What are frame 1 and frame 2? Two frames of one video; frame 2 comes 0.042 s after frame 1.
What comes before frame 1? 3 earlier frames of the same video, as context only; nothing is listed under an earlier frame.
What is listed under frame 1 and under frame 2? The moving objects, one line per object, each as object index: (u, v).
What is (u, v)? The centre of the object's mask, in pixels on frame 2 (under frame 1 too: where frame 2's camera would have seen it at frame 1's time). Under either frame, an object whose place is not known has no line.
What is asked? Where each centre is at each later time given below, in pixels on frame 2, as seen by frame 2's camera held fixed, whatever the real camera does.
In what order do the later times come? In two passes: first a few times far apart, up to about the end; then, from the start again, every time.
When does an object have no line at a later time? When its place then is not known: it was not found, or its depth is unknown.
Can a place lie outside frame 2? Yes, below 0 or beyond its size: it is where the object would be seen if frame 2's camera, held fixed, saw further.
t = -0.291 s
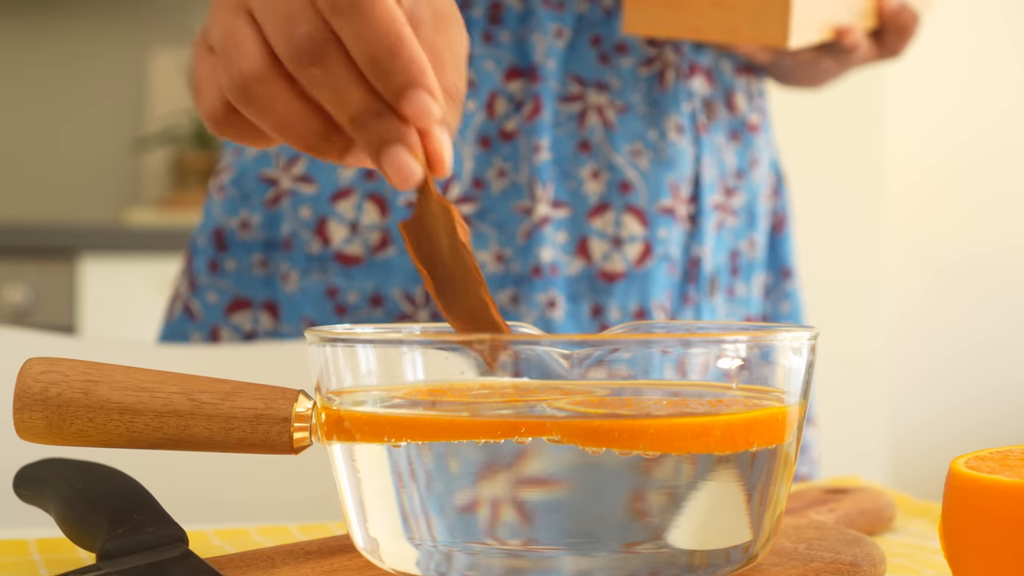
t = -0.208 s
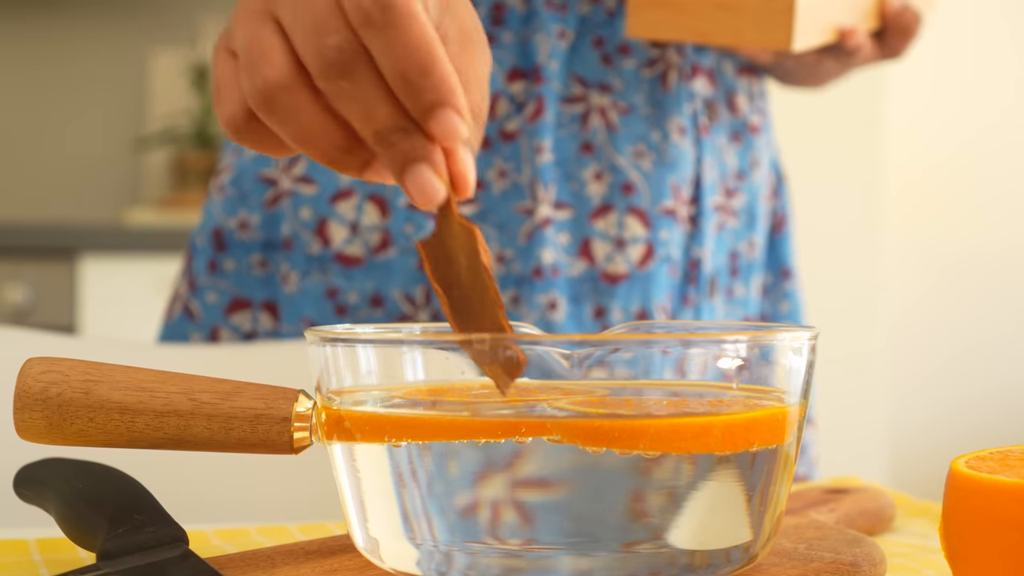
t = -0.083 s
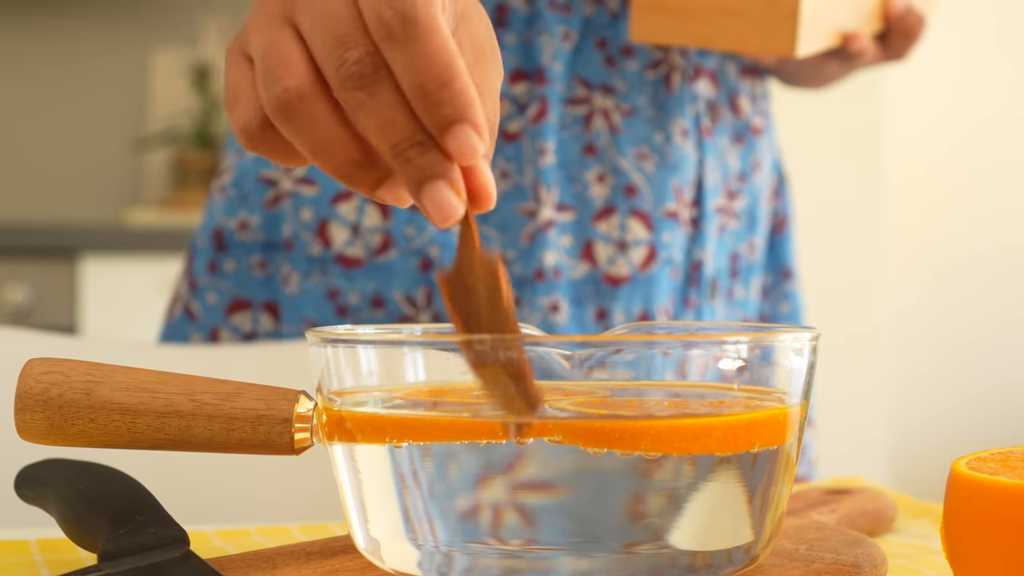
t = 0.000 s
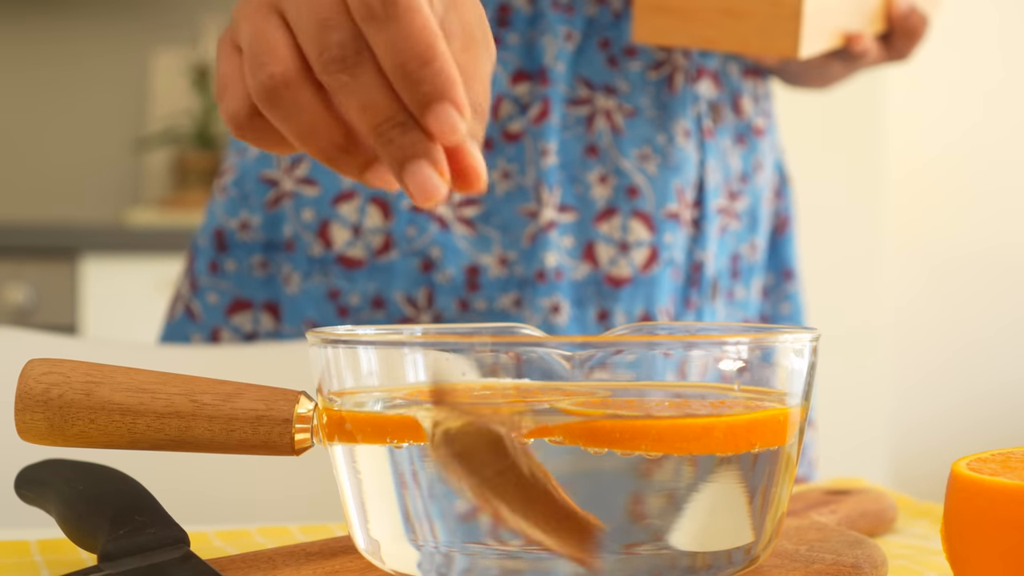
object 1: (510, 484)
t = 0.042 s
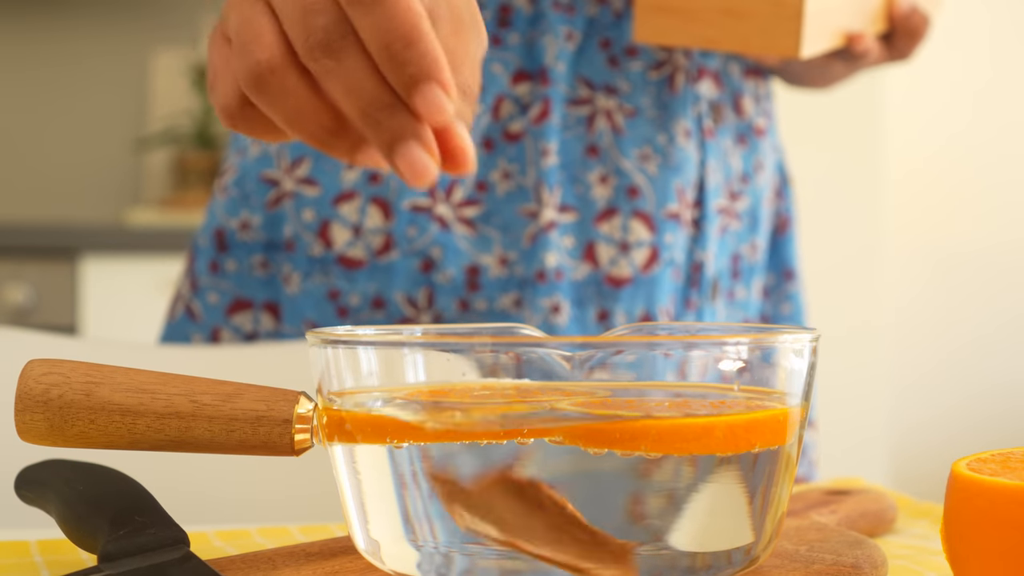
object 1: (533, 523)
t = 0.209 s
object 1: (599, 550)
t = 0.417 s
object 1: (667, 552)
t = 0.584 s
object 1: (679, 552)
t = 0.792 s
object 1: (685, 556)
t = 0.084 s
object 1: (553, 534)
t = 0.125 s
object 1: (572, 542)
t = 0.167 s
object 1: (589, 548)
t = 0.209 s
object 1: (599, 550)
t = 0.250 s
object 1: (609, 552)
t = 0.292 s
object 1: (621, 554)
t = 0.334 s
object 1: (637, 554)
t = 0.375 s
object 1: (655, 552)
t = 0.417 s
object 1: (667, 552)
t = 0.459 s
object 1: (672, 552)
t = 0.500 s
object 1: (674, 552)
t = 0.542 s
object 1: (676, 552)
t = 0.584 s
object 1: (679, 552)
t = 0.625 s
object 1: (681, 553)
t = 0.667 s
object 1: (683, 554)
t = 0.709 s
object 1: (684, 555)
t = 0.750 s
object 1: (685, 555)
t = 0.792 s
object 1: (685, 556)
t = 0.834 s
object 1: (685, 556)
